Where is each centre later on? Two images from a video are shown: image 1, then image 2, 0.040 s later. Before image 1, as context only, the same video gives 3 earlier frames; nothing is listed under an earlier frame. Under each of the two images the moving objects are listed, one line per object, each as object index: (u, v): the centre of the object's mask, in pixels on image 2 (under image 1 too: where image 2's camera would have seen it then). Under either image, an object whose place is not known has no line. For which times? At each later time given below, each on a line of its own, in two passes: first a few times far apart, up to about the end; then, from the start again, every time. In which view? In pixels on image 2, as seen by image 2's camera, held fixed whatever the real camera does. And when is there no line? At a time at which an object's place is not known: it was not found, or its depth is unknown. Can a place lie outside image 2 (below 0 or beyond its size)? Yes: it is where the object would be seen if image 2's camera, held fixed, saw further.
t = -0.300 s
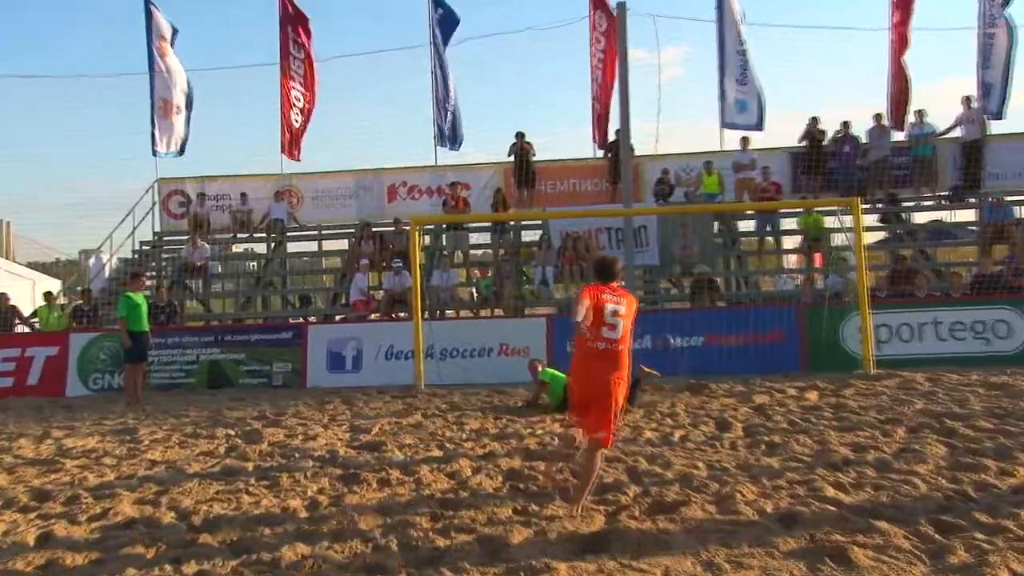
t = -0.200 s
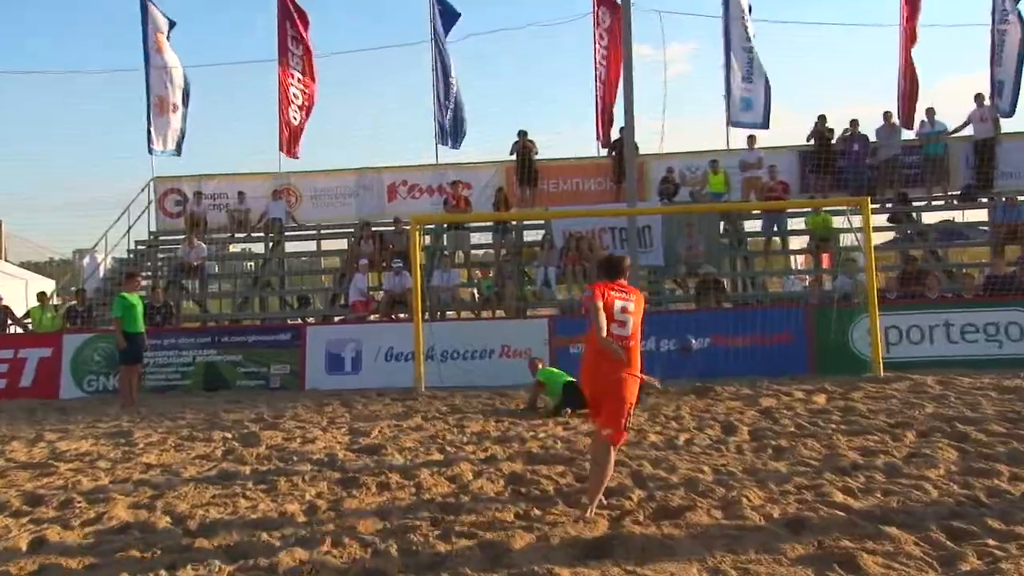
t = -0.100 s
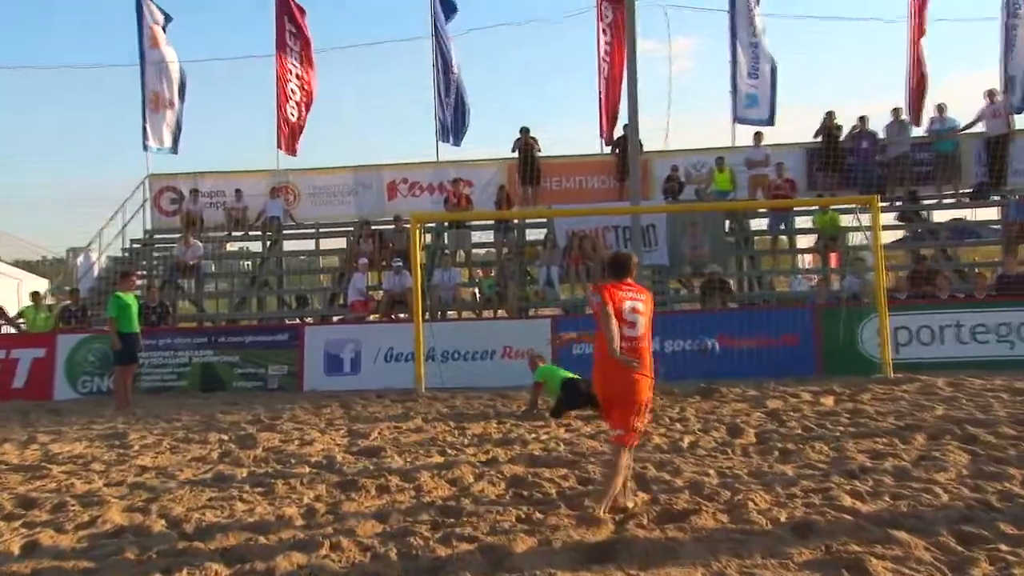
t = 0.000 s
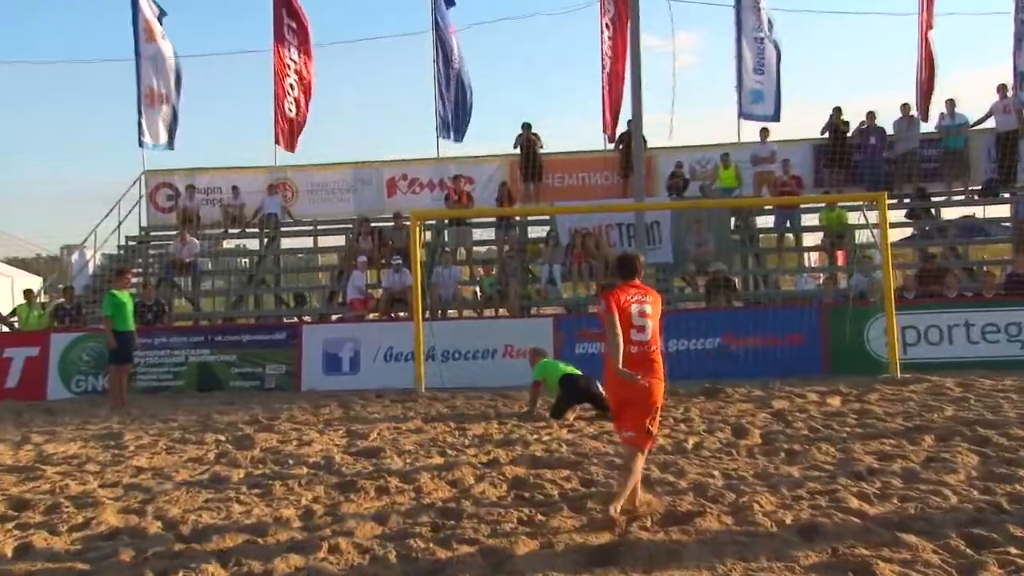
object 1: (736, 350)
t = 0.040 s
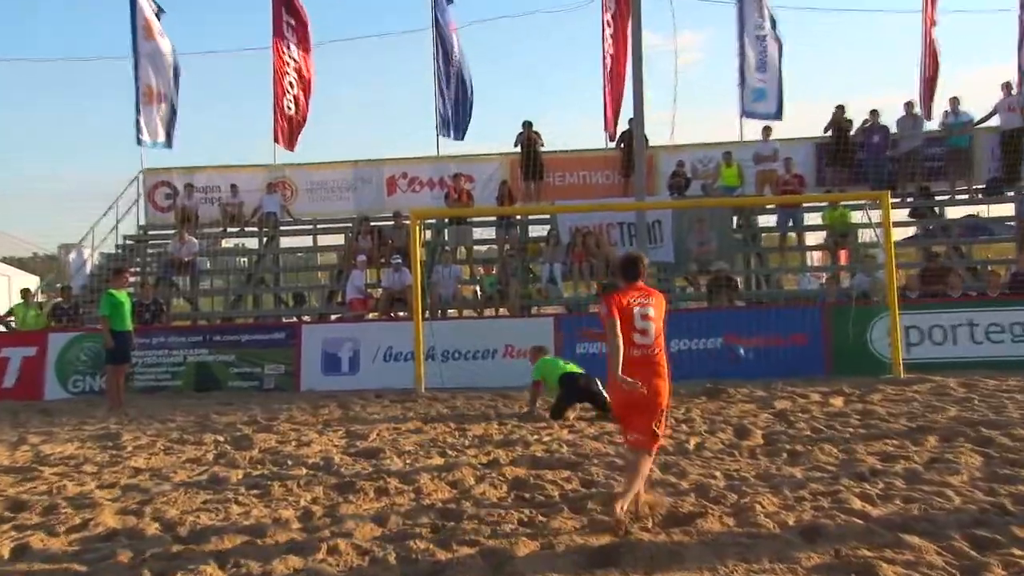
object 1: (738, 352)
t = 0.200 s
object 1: (767, 372)
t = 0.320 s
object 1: (783, 388)
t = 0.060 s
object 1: (742, 354)
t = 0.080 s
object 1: (743, 355)
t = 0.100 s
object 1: (749, 359)
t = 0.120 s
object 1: (750, 361)
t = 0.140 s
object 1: (757, 364)
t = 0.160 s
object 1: (758, 366)
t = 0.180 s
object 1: (762, 368)
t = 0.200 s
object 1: (767, 372)
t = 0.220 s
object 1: (768, 374)
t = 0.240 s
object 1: (768, 374)
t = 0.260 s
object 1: (775, 380)
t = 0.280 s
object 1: (777, 380)
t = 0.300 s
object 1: (781, 386)
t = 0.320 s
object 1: (783, 388)
